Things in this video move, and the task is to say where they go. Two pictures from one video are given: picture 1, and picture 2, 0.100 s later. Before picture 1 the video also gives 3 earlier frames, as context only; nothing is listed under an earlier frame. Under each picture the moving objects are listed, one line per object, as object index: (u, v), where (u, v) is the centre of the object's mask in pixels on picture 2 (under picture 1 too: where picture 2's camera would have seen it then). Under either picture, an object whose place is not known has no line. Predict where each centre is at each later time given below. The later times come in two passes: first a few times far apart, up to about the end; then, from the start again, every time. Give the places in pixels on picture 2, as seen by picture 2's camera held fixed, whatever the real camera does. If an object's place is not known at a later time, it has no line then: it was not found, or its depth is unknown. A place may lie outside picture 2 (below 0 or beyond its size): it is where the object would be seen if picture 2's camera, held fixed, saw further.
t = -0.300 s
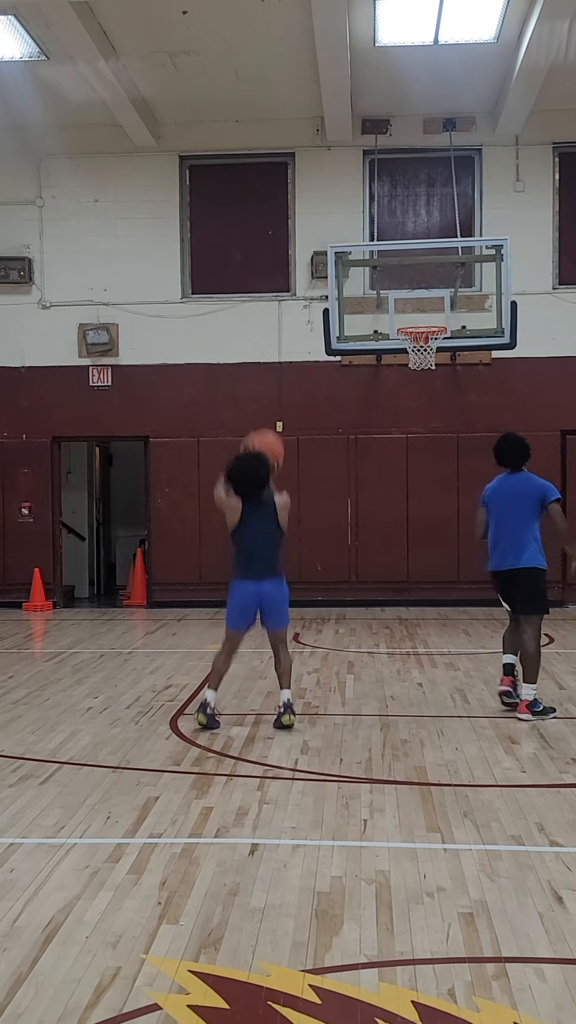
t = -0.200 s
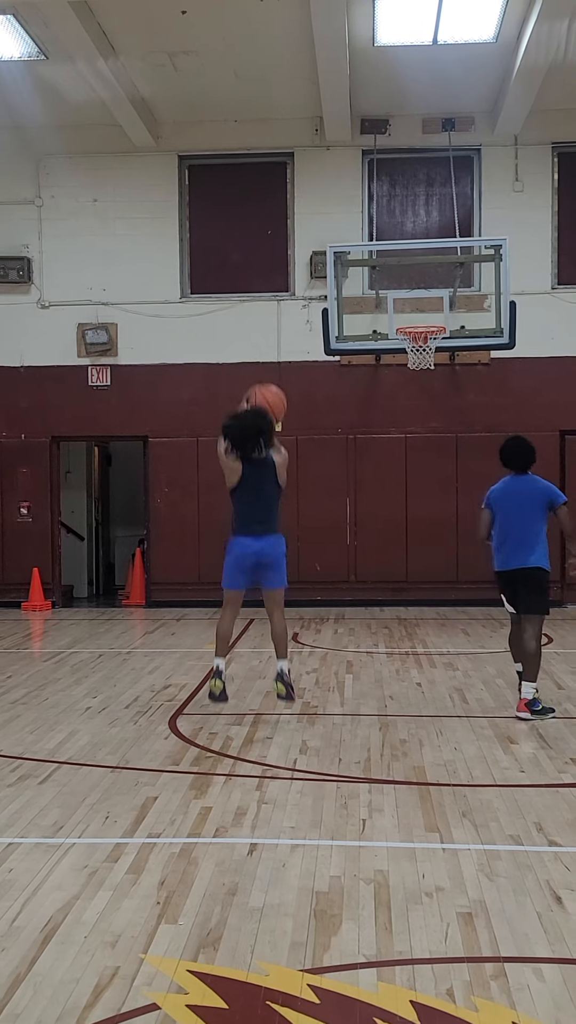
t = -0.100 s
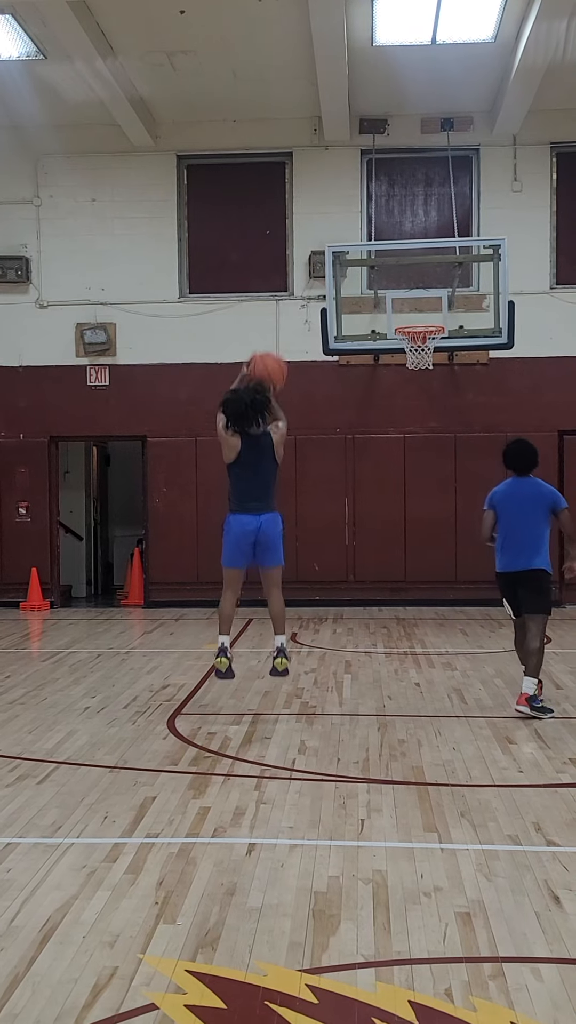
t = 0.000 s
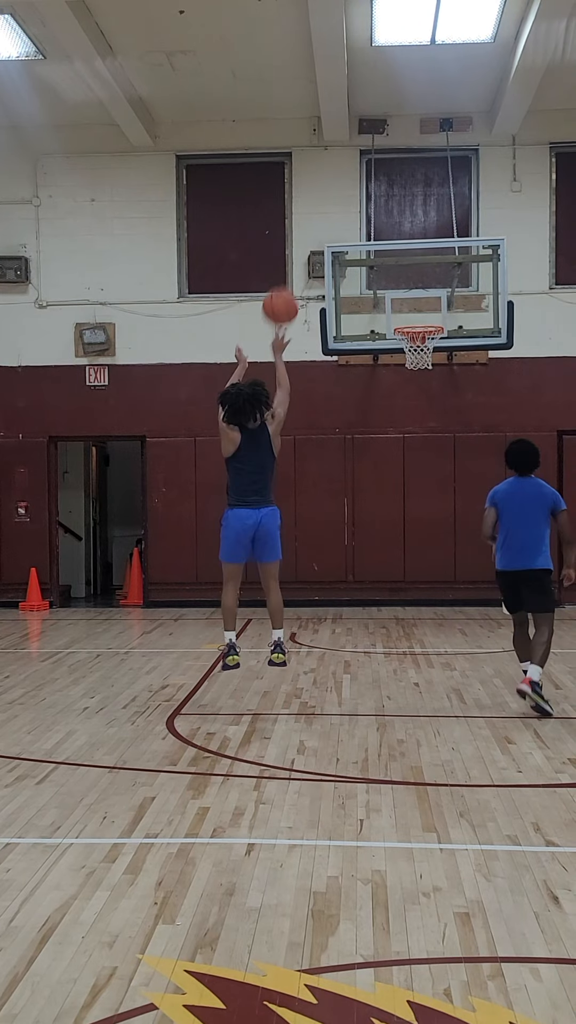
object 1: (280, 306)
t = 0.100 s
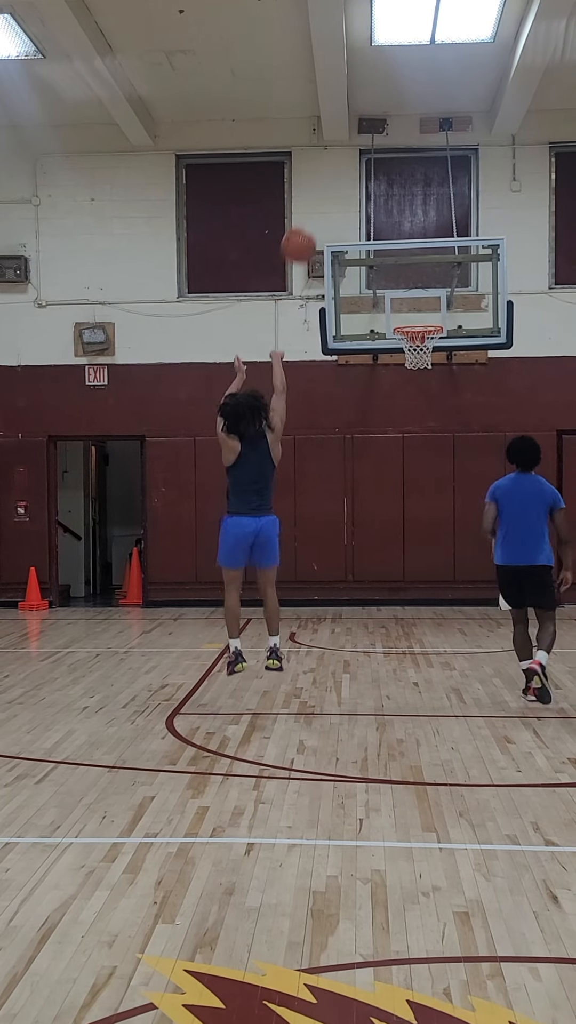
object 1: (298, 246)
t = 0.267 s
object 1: (326, 185)
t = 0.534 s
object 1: (362, 175)
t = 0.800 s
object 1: (391, 242)
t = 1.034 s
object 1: (415, 335)
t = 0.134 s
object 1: (305, 229)
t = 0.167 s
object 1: (310, 215)
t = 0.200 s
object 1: (316, 204)
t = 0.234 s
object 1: (321, 194)
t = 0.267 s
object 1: (326, 185)
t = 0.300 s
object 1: (331, 179)
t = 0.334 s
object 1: (336, 174)
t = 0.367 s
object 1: (341, 171)
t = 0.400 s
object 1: (345, 169)
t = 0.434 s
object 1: (350, 168)
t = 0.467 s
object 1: (354, 169)
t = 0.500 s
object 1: (358, 172)
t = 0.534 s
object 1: (362, 175)
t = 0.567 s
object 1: (367, 180)
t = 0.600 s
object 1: (370, 185)
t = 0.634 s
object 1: (374, 192)
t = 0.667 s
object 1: (378, 200)
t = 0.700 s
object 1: (380, 209)
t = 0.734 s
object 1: (383, 220)
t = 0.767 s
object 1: (387, 229)
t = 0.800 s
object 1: (391, 242)
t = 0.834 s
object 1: (394, 254)
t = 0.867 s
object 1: (397, 265)
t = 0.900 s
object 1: (400, 280)
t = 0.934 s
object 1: (403, 295)
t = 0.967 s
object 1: (405, 310)
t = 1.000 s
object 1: (408, 321)
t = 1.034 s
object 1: (415, 335)
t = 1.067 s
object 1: (420, 343)
